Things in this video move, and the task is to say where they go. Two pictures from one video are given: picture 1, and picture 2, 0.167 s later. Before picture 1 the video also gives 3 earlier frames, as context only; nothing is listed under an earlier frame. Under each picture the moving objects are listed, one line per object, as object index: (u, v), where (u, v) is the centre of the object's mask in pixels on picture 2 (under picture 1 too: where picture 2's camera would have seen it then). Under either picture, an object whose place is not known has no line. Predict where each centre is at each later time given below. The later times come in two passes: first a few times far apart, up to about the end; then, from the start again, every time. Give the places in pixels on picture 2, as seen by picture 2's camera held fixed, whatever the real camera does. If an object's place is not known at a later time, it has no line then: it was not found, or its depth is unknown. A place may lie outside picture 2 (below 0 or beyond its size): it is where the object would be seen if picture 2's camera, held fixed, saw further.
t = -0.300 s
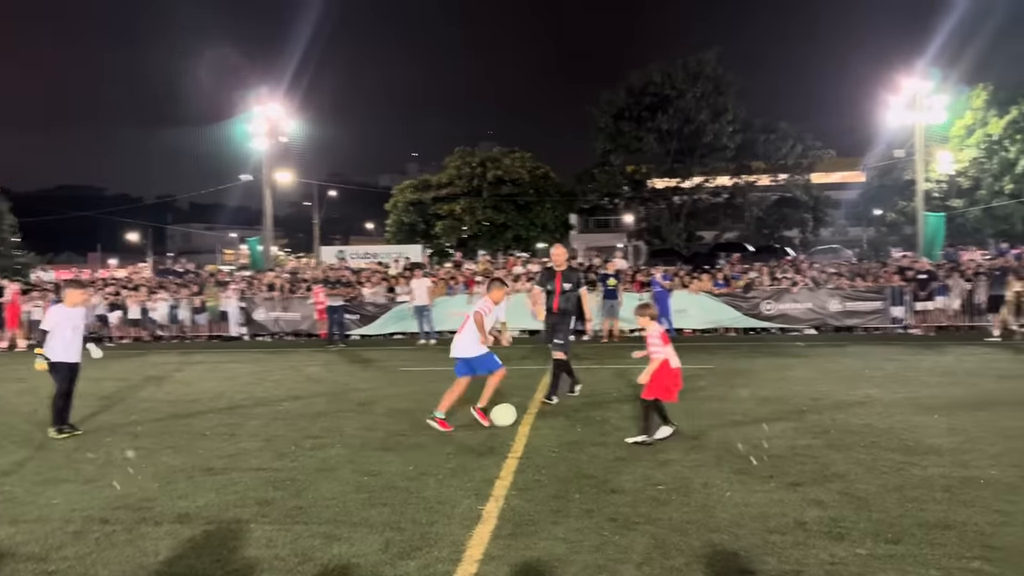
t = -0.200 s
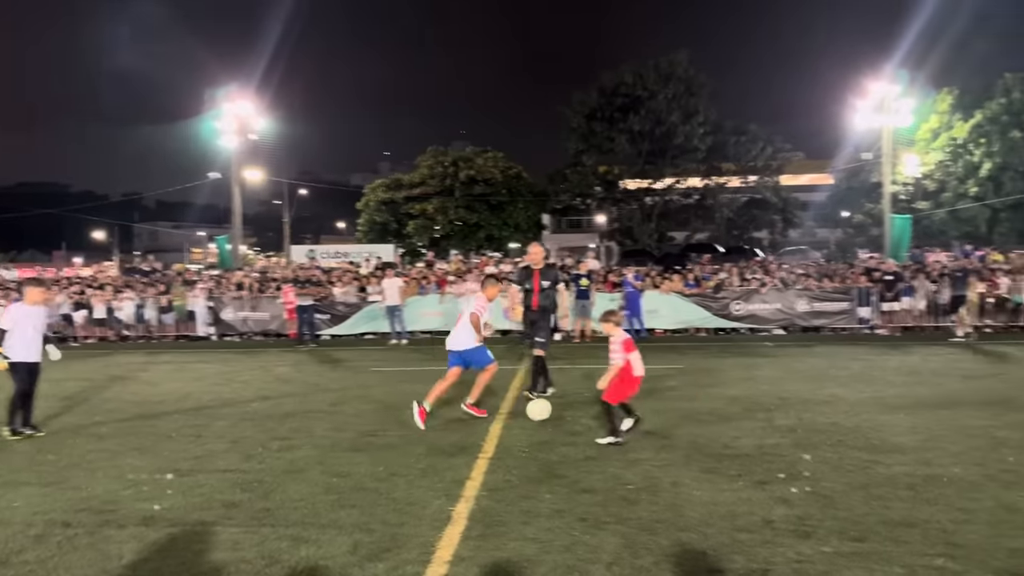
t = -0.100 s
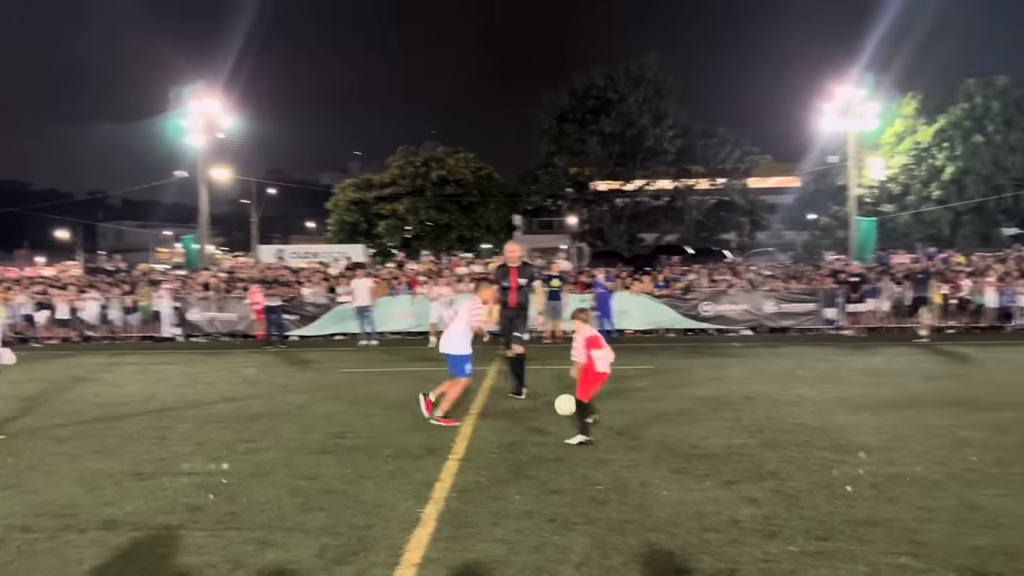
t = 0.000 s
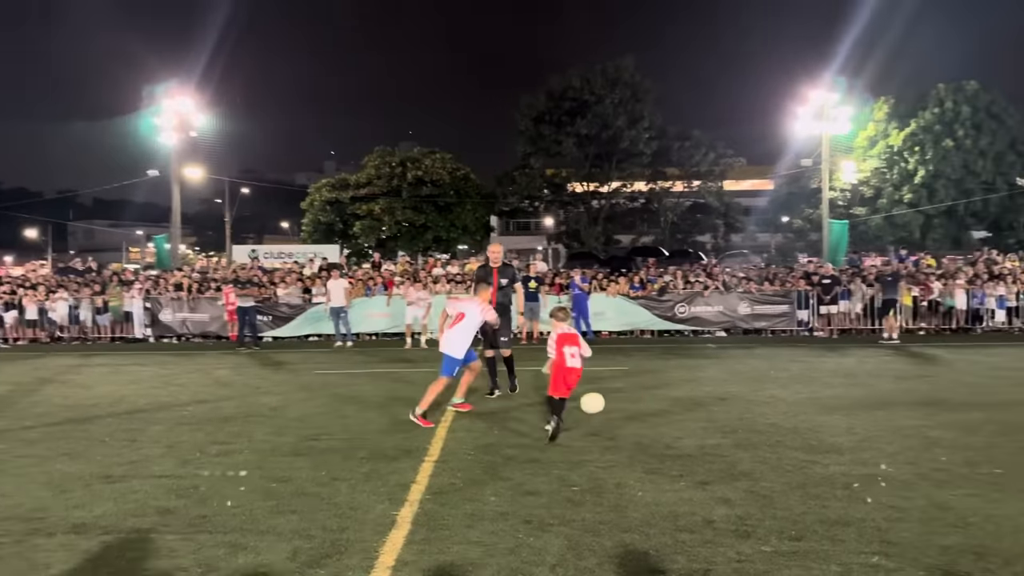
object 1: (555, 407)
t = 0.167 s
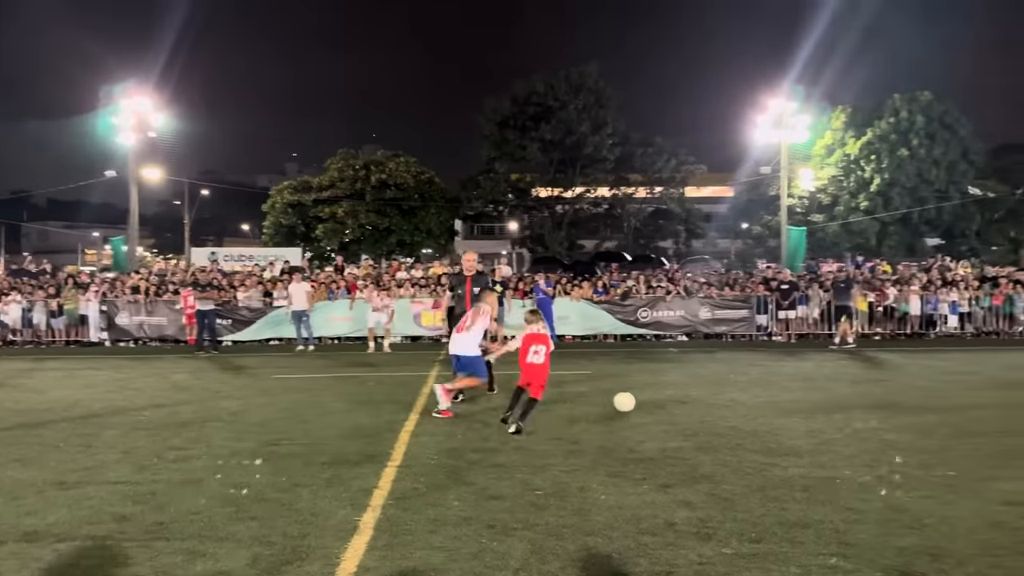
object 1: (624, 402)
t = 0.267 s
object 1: (657, 398)
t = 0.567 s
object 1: (739, 391)
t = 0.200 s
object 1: (635, 400)
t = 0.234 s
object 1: (646, 399)
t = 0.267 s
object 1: (657, 398)
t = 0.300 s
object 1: (667, 397)
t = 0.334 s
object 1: (676, 396)
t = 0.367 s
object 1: (686, 395)
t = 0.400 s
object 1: (696, 395)
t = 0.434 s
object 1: (705, 394)
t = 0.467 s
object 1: (714, 393)
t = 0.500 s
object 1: (722, 392)
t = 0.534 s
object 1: (731, 392)
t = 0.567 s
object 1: (739, 391)
